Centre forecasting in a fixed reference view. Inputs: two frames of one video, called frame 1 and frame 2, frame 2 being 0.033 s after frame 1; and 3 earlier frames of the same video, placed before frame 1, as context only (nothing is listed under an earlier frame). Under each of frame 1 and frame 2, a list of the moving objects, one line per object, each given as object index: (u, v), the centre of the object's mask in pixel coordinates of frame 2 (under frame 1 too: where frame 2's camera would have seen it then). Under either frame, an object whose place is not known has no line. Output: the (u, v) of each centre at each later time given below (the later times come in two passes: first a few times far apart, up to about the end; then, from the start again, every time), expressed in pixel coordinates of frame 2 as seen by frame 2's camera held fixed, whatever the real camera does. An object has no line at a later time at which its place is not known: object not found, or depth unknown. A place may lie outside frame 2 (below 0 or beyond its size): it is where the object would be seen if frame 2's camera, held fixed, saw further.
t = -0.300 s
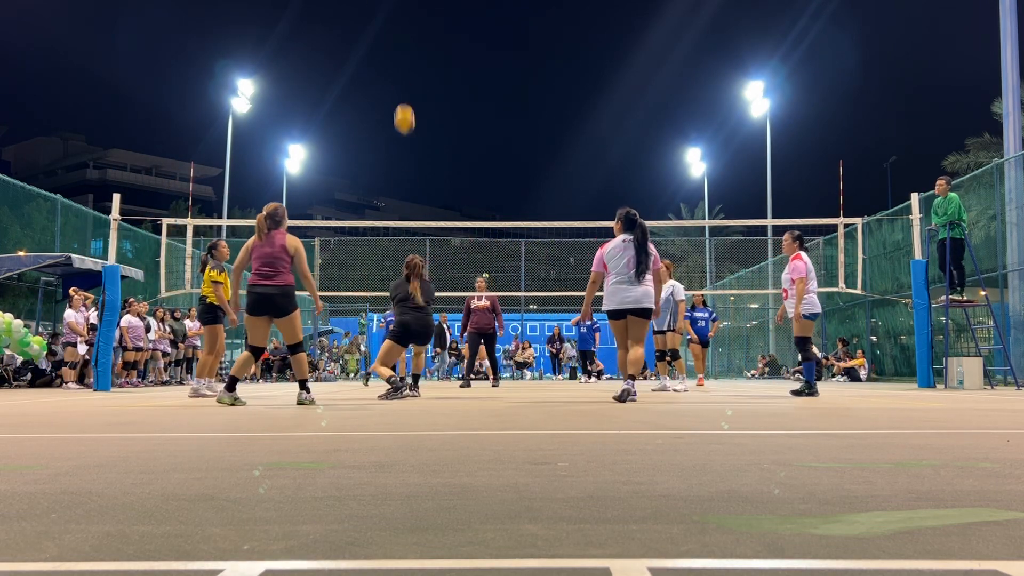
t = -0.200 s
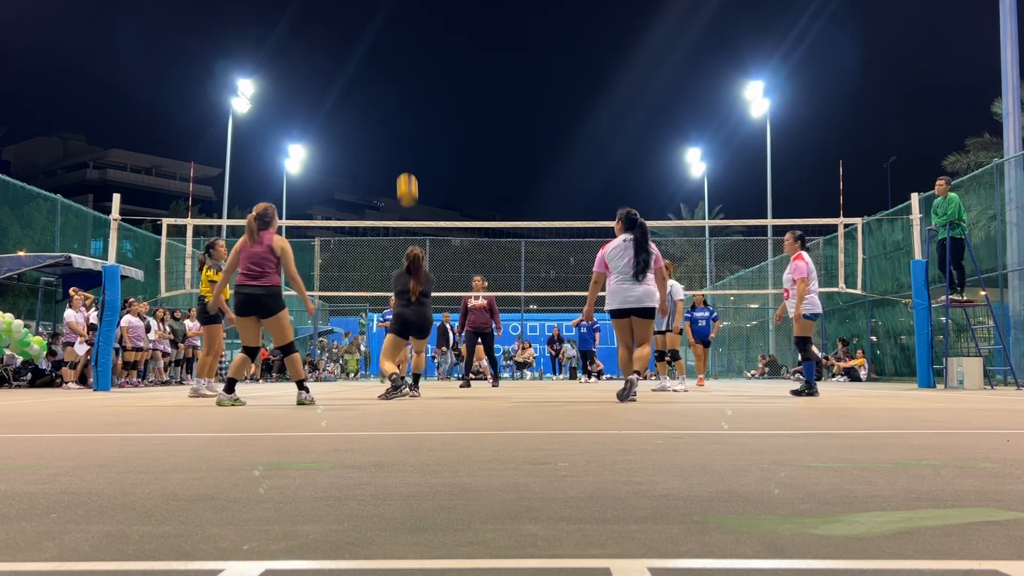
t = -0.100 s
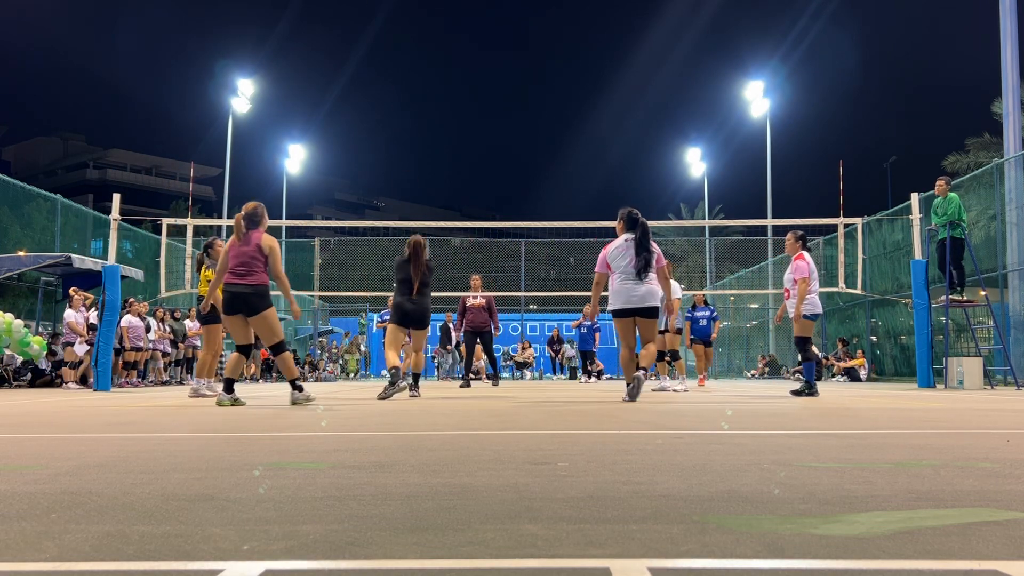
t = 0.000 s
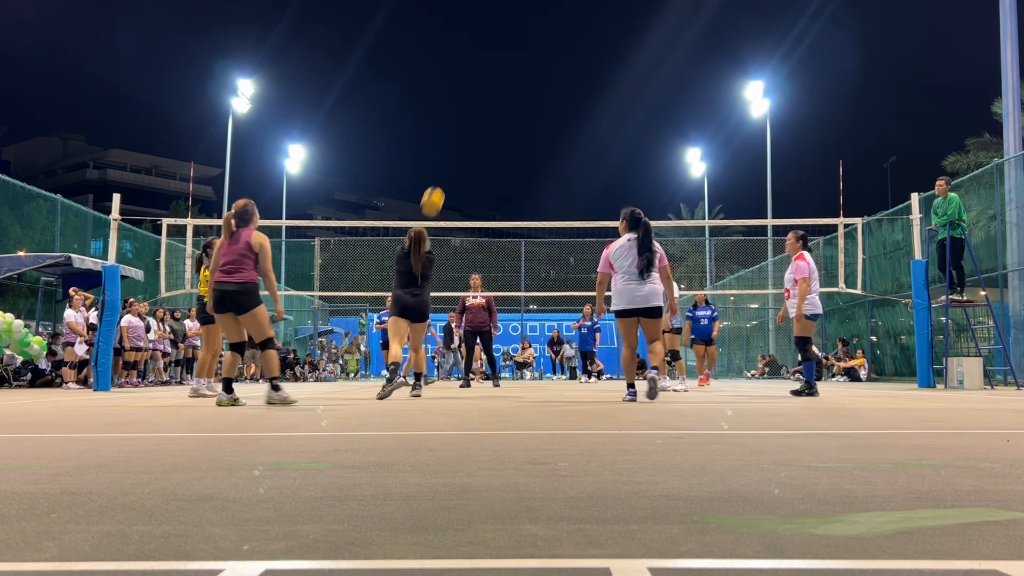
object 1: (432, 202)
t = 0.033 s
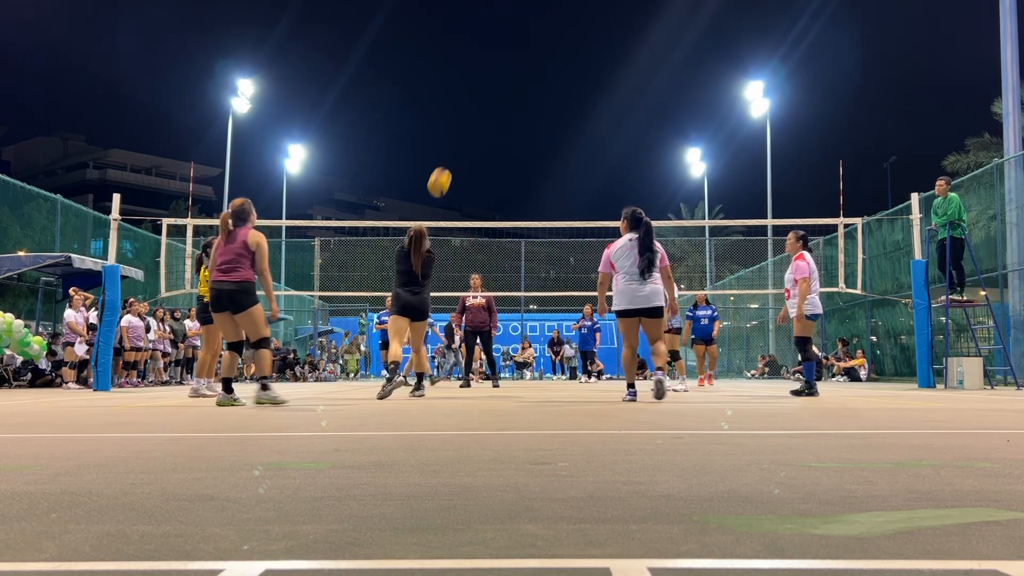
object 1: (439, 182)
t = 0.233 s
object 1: (479, 94)
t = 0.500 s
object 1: (527, 41)
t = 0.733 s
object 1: (566, 47)
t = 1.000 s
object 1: (607, 105)
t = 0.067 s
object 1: (446, 164)
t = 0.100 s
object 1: (453, 148)
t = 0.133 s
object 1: (460, 132)
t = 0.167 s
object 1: (466, 118)
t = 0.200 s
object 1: (473, 105)
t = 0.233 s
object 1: (479, 94)
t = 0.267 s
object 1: (485, 83)
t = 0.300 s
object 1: (492, 74)
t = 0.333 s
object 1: (498, 66)
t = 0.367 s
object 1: (504, 59)
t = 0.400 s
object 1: (510, 53)
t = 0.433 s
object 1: (515, 47)
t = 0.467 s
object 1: (521, 43)
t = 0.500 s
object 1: (527, 41)
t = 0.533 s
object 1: (533, 39)
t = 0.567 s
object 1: (538, 38)
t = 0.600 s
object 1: (544, 38)
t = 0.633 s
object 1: (550, 38)
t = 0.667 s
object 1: (555, 40)
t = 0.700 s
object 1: (561, 43)
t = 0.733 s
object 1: (566, 47)
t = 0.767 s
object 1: (571, 51)
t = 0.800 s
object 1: (576, 57)
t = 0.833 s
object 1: (582, 63)
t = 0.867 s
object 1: (587, 70)
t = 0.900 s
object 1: (592, 77)
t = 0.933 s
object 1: (597, 86)
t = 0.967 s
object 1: (602, 95)
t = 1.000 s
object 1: (607, 105)
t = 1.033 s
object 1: (611, 116)
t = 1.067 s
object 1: (616, 128)
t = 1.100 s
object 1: (621, 140)
